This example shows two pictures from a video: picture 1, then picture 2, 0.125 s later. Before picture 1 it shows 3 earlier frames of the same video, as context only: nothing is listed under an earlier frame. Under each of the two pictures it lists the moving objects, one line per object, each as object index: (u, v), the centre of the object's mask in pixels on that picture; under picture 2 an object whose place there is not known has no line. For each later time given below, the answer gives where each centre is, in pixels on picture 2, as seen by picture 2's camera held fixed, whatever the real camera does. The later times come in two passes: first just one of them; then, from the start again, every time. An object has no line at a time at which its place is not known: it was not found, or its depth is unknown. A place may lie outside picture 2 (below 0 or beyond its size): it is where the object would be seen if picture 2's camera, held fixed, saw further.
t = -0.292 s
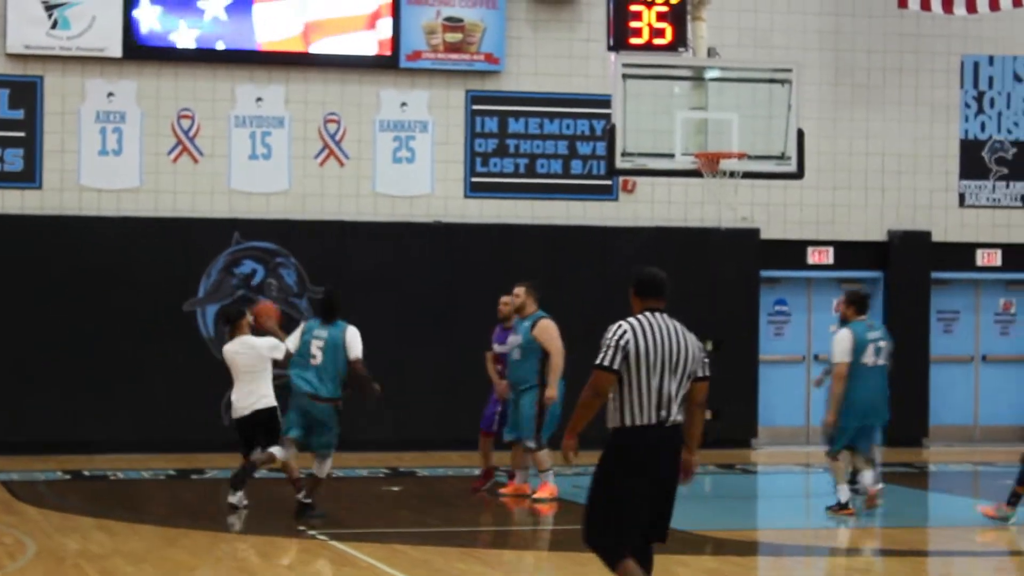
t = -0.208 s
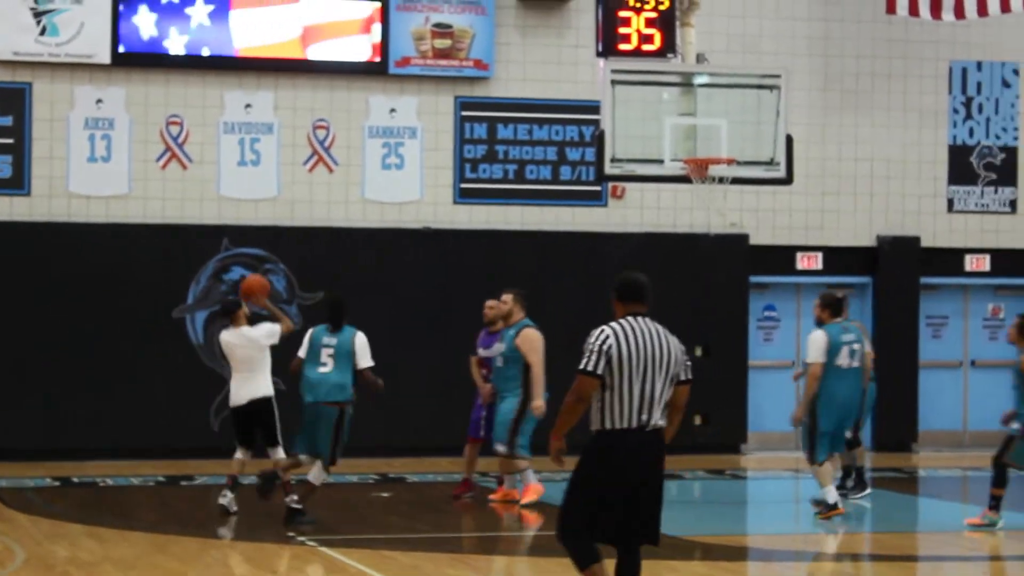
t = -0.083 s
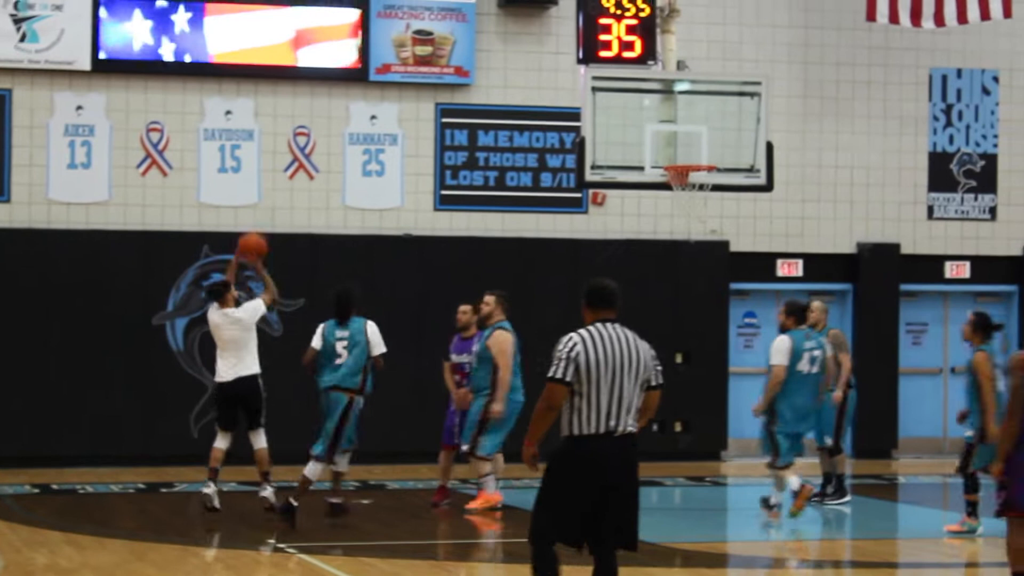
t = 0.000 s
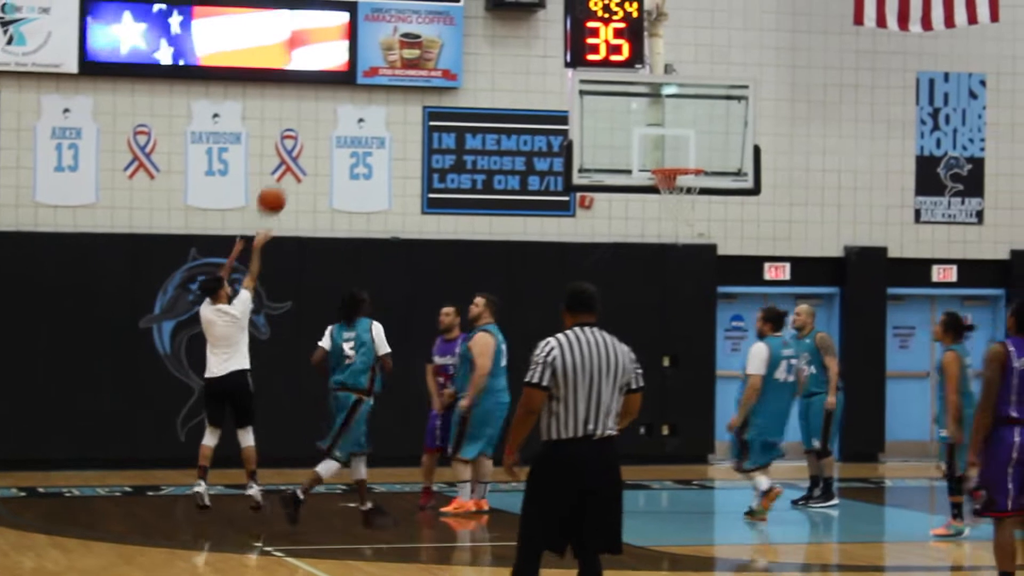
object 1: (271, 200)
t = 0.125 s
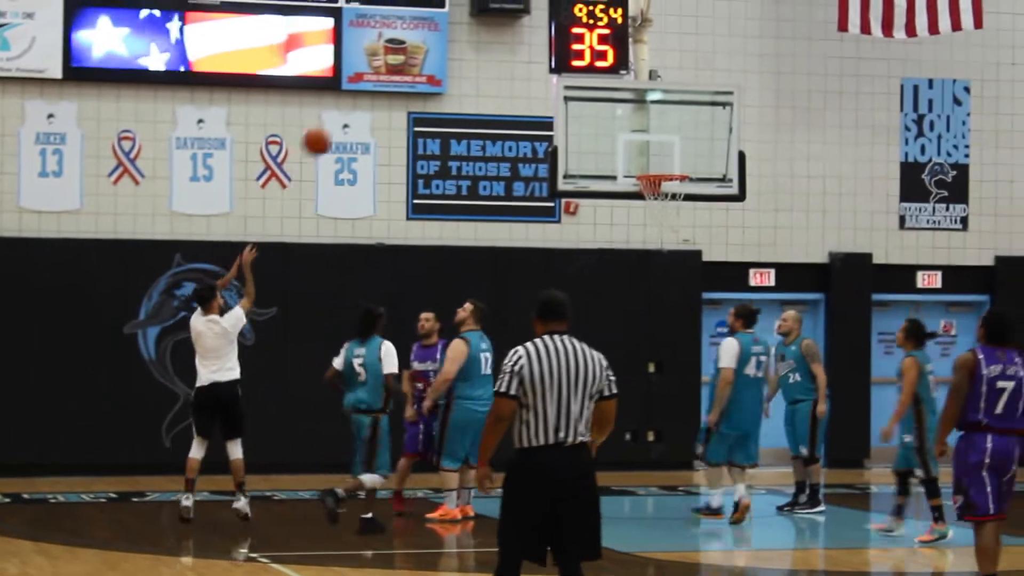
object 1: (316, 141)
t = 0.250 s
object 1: (374, 97)
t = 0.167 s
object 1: (336, 125)
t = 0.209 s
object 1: (356, 109)
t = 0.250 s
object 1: (374, 97)
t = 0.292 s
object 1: (392, 86)
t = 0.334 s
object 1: (410, 77)
